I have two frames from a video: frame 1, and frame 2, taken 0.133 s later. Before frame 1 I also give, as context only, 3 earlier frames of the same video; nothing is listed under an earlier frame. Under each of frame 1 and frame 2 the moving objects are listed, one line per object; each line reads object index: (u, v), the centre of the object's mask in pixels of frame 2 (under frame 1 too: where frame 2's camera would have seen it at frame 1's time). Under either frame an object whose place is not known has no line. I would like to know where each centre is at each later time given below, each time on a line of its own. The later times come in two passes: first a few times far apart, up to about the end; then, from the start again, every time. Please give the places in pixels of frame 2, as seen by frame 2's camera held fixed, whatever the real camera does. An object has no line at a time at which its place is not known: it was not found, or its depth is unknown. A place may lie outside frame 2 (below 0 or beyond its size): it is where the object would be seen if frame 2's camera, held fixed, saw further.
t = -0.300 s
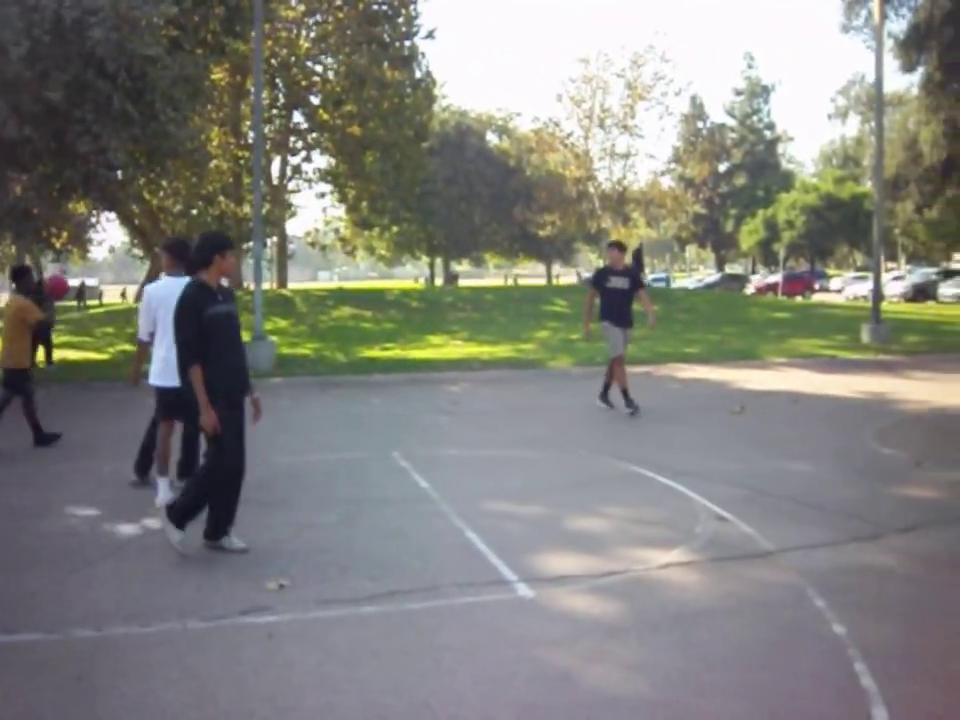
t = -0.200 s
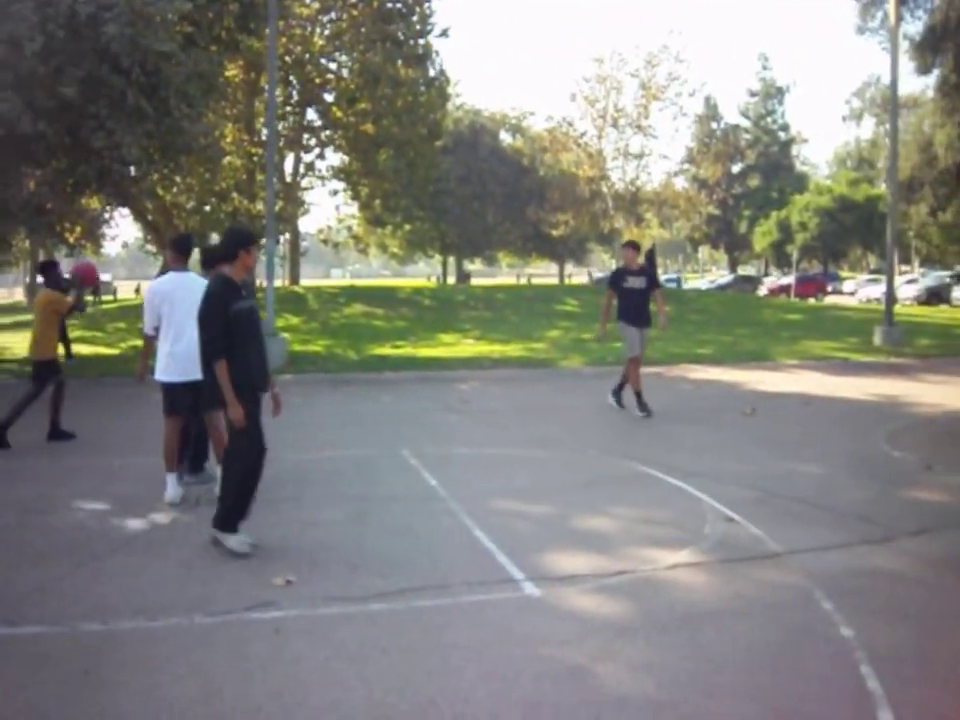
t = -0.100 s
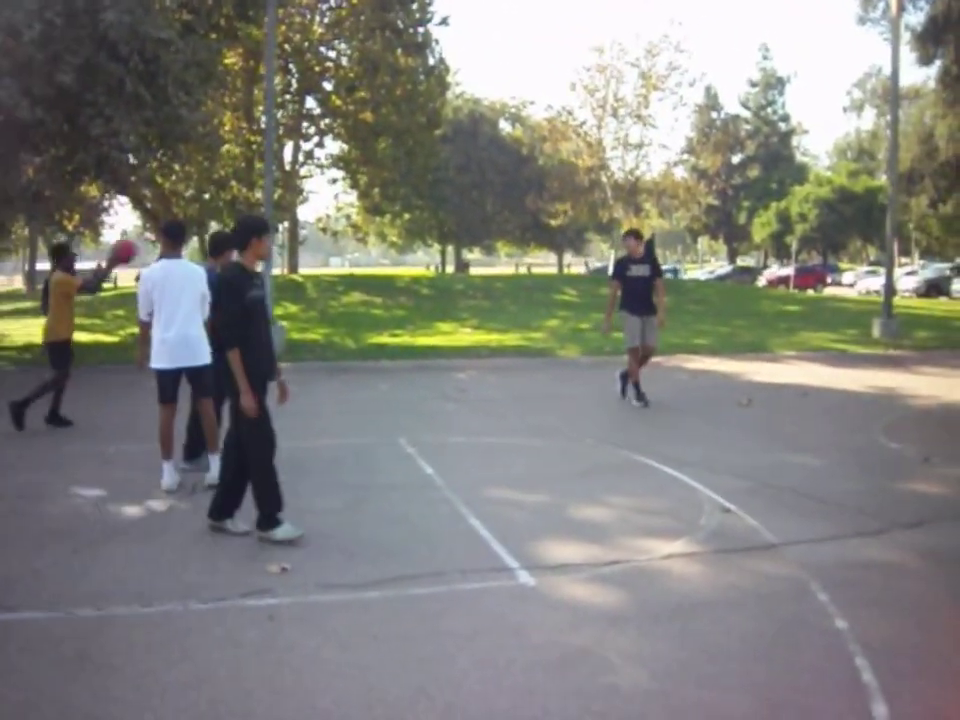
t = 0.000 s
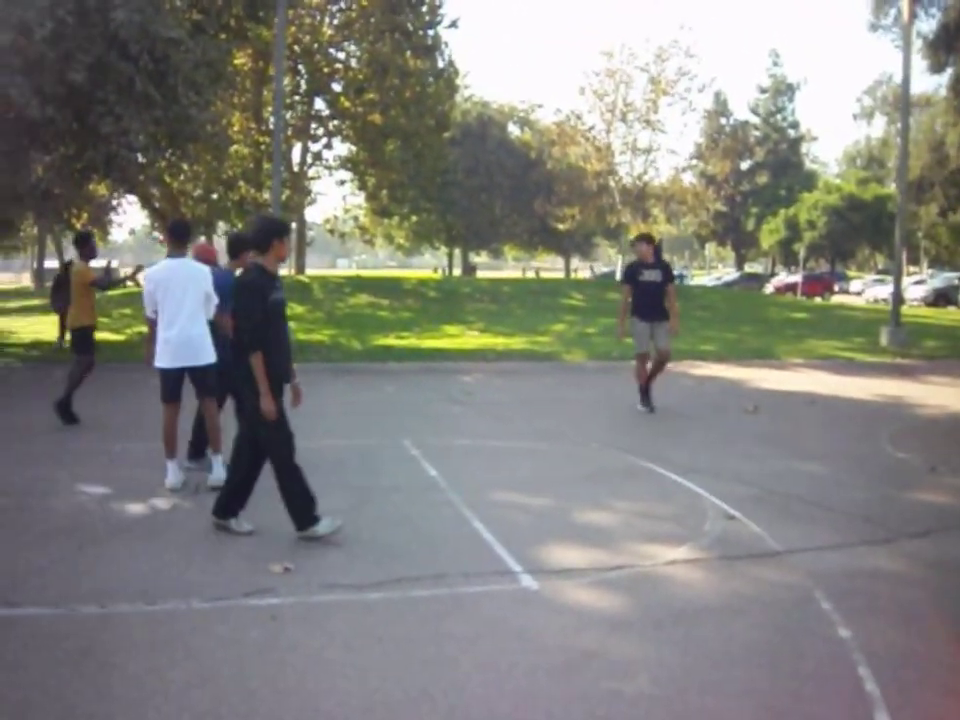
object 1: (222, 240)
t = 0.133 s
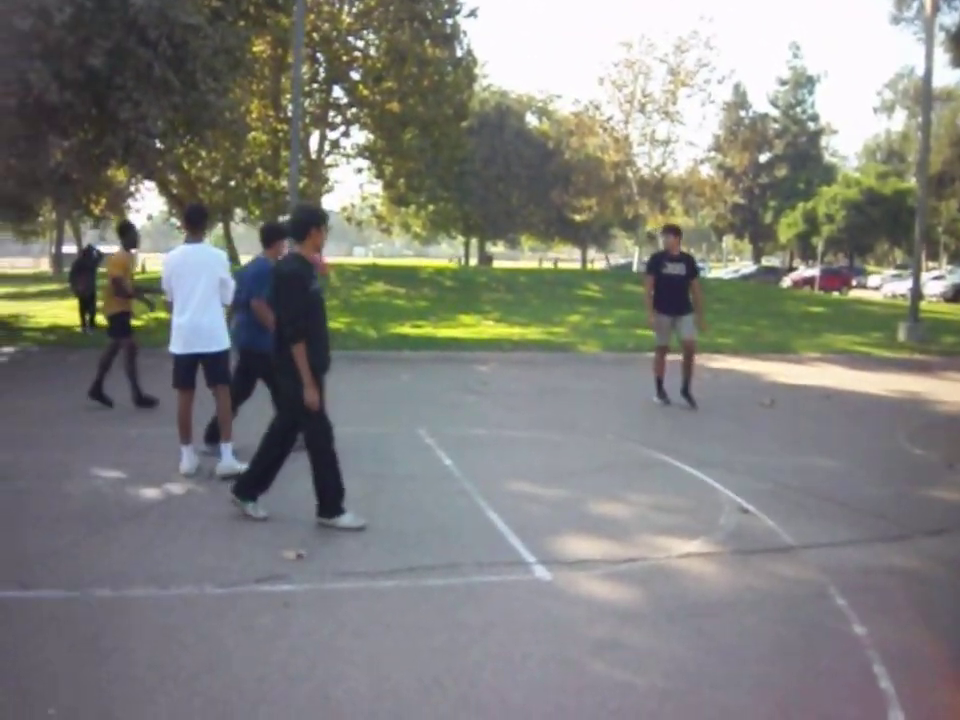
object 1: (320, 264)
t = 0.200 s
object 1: (362, 285)
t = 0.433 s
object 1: (518, 388)
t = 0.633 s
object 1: (598, 338)
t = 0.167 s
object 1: (339, 276)
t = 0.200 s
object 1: (362, 285)
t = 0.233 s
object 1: (385, 295)
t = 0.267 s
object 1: (408, 307)
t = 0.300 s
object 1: (430, 322)
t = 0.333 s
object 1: (453, 337)
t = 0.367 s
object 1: (475, 353)
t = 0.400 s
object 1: (497, 369)
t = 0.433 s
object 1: (518, 388)
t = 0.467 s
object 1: (539, 408)
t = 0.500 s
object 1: (552, 395)
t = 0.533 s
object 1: (564, 379)
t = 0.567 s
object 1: (575, 364)
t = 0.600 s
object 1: (587, 351)
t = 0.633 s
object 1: (598, 338)
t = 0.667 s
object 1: (609, 327)
